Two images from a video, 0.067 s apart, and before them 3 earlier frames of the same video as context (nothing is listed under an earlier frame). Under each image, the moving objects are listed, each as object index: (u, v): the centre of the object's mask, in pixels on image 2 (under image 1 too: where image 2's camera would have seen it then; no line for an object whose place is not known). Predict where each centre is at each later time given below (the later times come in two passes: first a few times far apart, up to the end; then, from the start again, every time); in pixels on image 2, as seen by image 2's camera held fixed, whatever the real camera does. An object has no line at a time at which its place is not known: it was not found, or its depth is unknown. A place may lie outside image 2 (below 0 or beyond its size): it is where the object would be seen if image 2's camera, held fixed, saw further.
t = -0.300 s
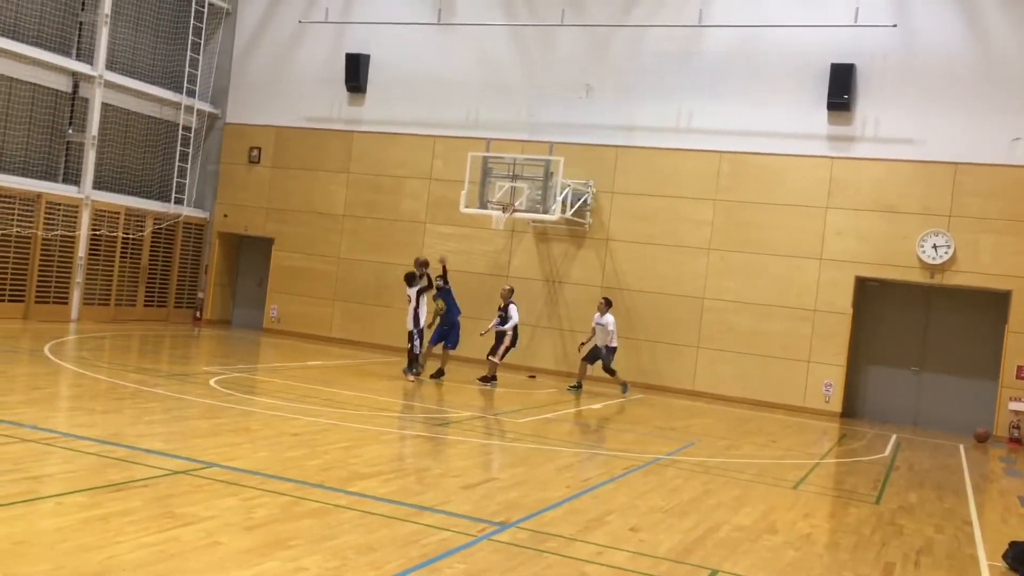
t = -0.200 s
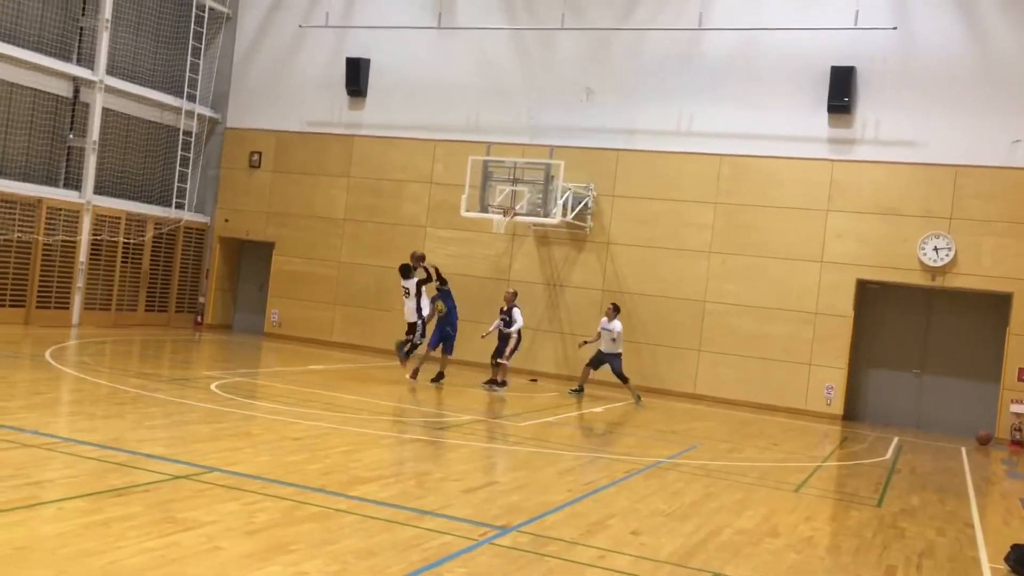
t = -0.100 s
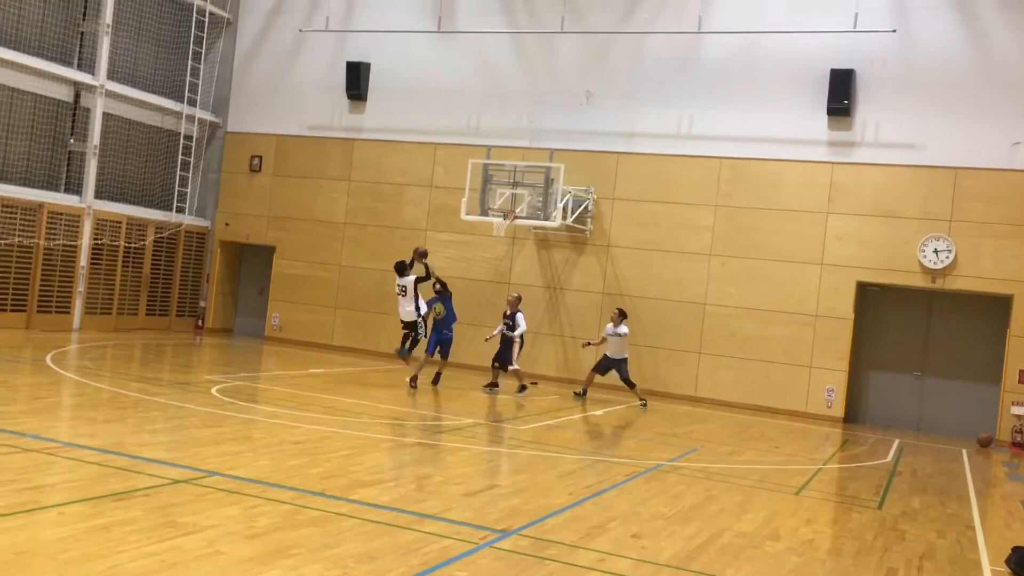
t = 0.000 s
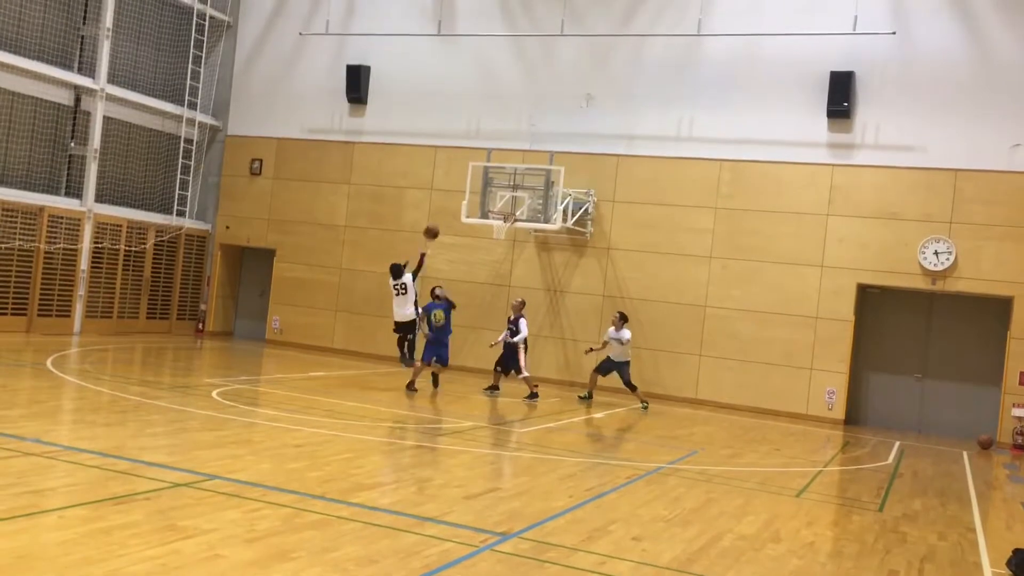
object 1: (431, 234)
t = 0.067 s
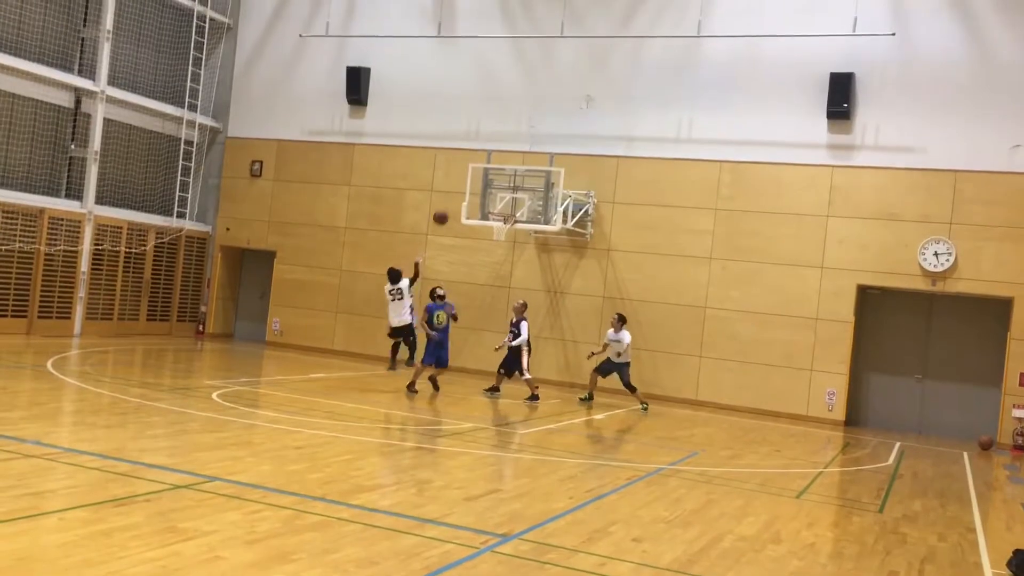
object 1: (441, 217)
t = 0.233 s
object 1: (461, 192)
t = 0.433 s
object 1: (480, 183)
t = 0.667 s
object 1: (502, 202)
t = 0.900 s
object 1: (507, 189)
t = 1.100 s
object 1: (507, 185)
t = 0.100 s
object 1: (445, 211)
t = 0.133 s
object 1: (449, 205)
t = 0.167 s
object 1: (453, 200)
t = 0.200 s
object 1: (457, 196)
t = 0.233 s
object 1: (461, 192)
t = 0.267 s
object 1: (465, 188)
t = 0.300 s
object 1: (469, 186)
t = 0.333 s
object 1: (472, 184)
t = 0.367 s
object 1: (475, 183)
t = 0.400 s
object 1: (478, 183)
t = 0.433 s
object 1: (480, 183)
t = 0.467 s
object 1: (486, 184)
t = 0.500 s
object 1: (489, 186)
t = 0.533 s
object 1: (492, 187)
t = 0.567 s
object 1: (494, 190)
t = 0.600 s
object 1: (497, 193)
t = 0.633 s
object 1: (499, 197)
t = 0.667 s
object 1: (502, 202)
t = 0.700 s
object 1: (505, 206)
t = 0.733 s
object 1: (506, 209)
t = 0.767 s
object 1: (507, 204)
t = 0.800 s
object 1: (508, 199)
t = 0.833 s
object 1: (507, 196)
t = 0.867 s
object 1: (507, 193)
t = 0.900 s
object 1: (507, 189)
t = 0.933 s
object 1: (508, 187)
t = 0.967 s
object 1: (508, 185)
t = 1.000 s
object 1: (507, 184)
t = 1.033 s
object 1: (508, 184)
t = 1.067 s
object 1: (508, 184)
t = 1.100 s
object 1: (507, 185)
